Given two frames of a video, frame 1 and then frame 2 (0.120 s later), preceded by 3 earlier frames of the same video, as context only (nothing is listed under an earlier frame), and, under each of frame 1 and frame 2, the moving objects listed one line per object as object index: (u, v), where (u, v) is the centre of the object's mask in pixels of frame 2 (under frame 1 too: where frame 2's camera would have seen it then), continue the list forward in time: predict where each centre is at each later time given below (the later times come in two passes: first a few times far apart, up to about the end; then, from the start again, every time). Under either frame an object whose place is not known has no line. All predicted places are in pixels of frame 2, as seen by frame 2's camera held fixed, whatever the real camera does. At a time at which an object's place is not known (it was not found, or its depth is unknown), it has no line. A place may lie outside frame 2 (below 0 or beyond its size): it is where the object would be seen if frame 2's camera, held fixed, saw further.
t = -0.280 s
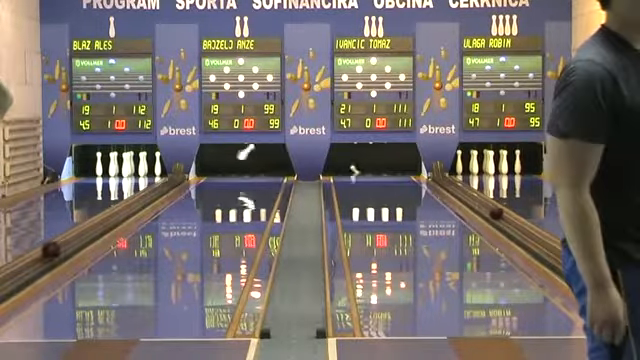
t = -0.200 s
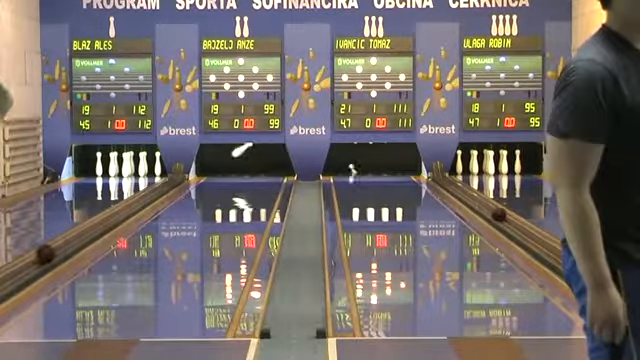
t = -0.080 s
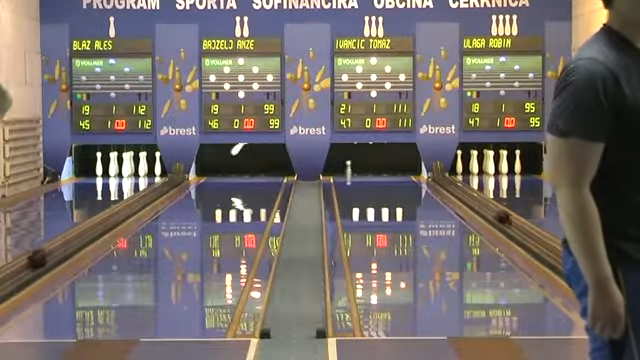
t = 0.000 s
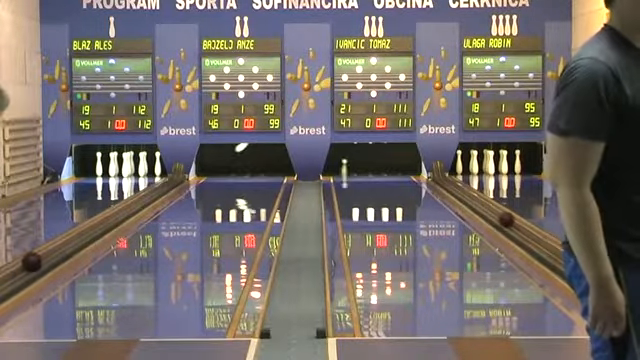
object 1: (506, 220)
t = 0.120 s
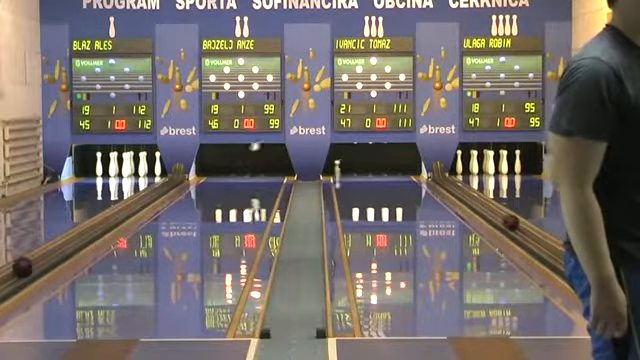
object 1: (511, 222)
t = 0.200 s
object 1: (513, 224)
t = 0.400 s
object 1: (523, 231)
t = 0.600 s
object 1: (532, 236)
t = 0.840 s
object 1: (544, 244)
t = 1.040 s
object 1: (557, 253)
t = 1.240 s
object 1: (568, 260)
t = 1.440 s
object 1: (583, 269)
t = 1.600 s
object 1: (594, 278)
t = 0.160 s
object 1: (512, 223)
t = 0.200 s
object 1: (513, 224)
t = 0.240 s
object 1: (517, 226)
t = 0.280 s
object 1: (518, 227)
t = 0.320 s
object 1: (520, 228)
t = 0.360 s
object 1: (521, 229)
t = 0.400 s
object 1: (523, 231)
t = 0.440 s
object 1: (525, 231)
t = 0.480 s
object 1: (526, 232)
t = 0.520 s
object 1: (529, 234)
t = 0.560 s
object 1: (531, 235)
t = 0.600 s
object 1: (532, 236)
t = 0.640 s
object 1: (534, 238)
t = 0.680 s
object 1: (536, 239)
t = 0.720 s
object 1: (538, 240)
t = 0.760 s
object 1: (540, 242)
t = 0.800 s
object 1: (543, 243)
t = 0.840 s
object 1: (544, 244)
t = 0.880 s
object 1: (546, 245)
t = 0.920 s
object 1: (549, 247)
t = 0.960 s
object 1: (551, 248)
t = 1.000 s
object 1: (553, 249)
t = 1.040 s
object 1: (557, 253)
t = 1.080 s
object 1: (558, 253)
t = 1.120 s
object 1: (560, 254)
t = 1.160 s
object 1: (563, 257)
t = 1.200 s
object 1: (565, 258)
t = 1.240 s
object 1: (568, 260)
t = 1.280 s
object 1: (570, 261)
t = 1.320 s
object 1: (573, 264)
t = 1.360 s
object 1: (576, 266)
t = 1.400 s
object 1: (578, 267)
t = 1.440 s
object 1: (583, 269)
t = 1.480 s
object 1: (585, 271)
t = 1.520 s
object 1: (588, 273)
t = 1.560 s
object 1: (591, 275)
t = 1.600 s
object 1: (594, 278)
